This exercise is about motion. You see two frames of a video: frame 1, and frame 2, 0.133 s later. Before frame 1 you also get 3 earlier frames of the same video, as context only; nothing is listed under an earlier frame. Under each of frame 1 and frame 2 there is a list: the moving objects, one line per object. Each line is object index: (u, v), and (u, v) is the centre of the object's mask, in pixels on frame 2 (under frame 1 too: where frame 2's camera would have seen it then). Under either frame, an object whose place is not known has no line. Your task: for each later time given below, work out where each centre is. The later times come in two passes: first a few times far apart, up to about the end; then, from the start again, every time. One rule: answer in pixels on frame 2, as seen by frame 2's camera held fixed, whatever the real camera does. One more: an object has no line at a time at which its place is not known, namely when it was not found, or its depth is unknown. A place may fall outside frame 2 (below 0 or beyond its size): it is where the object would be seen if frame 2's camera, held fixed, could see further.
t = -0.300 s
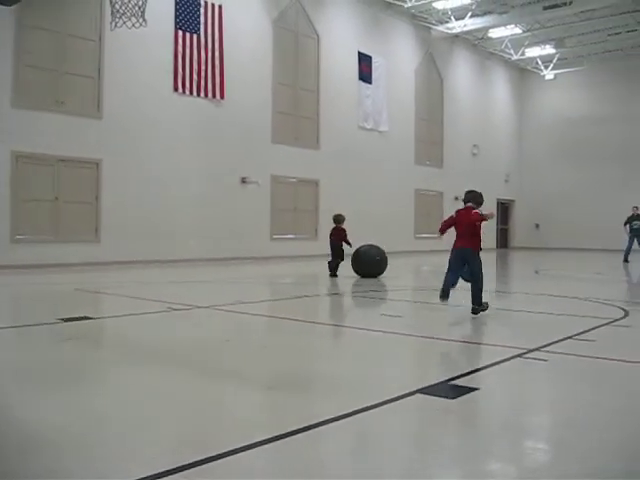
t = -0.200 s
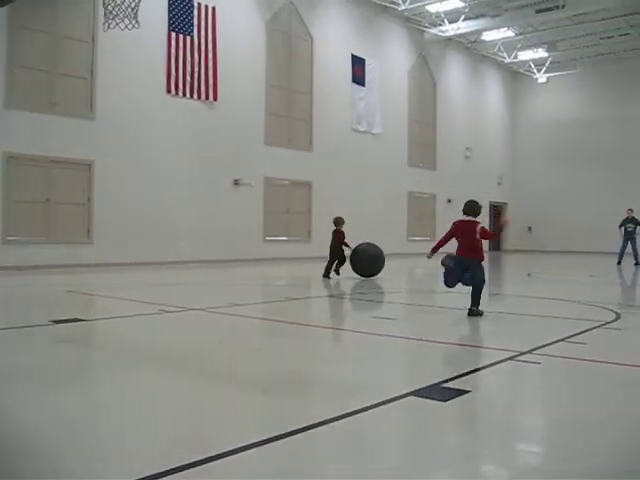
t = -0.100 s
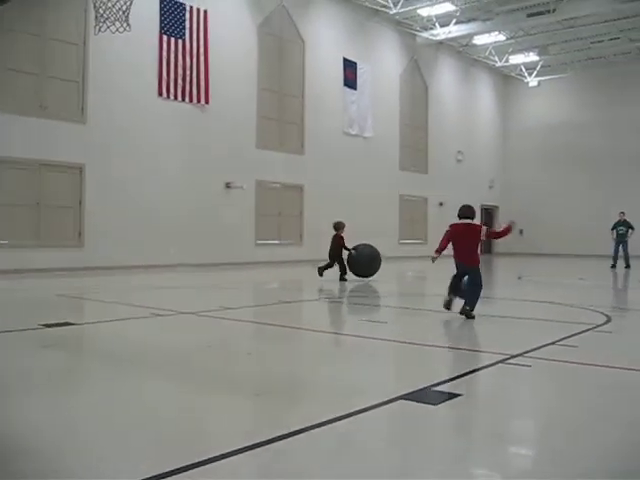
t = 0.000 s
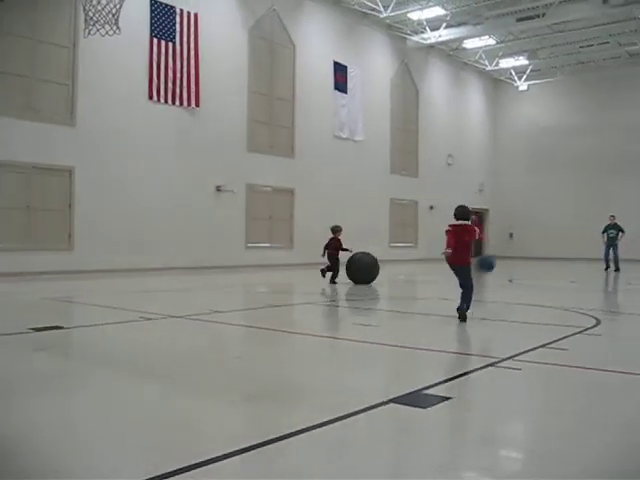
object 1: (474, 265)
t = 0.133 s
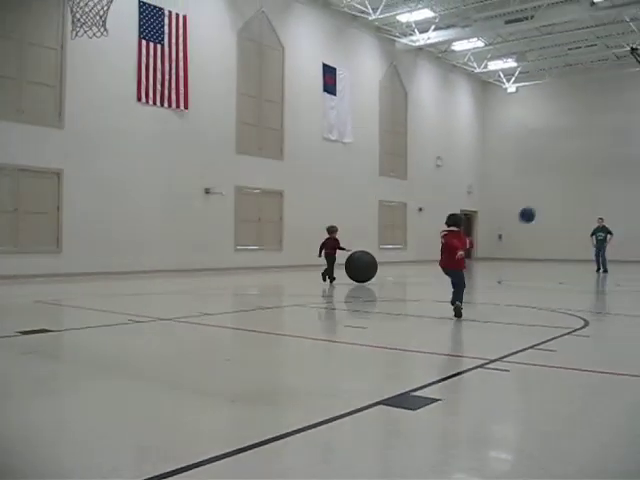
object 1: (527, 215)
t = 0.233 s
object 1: (558, 191)
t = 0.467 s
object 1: (611, 173)
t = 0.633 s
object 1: (639, 177)
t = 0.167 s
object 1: (538, 206)
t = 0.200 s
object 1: (548, 198)
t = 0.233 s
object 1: (558, 191)
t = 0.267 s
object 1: (567, 187)
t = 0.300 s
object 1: (575, 183)
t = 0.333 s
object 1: (583, 179)
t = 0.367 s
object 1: (591, 176)
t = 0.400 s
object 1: (598, 174)
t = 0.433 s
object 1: (605, 173)
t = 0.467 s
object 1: (611, 173)
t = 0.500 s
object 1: (618, 173)
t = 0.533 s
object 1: (623, 173)
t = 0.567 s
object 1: (629, 174)
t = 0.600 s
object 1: (634, 175)
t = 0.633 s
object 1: (639, 177)
